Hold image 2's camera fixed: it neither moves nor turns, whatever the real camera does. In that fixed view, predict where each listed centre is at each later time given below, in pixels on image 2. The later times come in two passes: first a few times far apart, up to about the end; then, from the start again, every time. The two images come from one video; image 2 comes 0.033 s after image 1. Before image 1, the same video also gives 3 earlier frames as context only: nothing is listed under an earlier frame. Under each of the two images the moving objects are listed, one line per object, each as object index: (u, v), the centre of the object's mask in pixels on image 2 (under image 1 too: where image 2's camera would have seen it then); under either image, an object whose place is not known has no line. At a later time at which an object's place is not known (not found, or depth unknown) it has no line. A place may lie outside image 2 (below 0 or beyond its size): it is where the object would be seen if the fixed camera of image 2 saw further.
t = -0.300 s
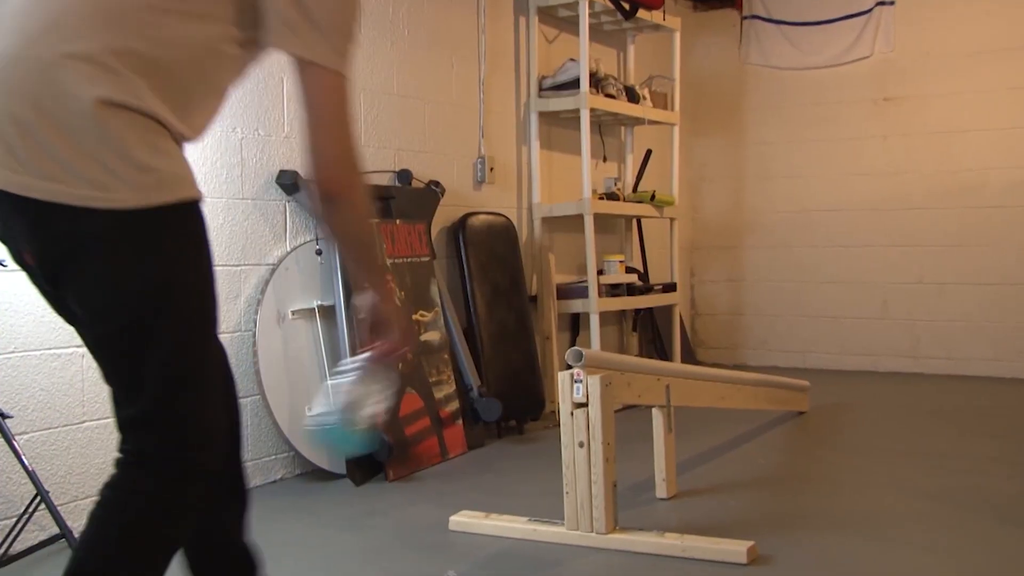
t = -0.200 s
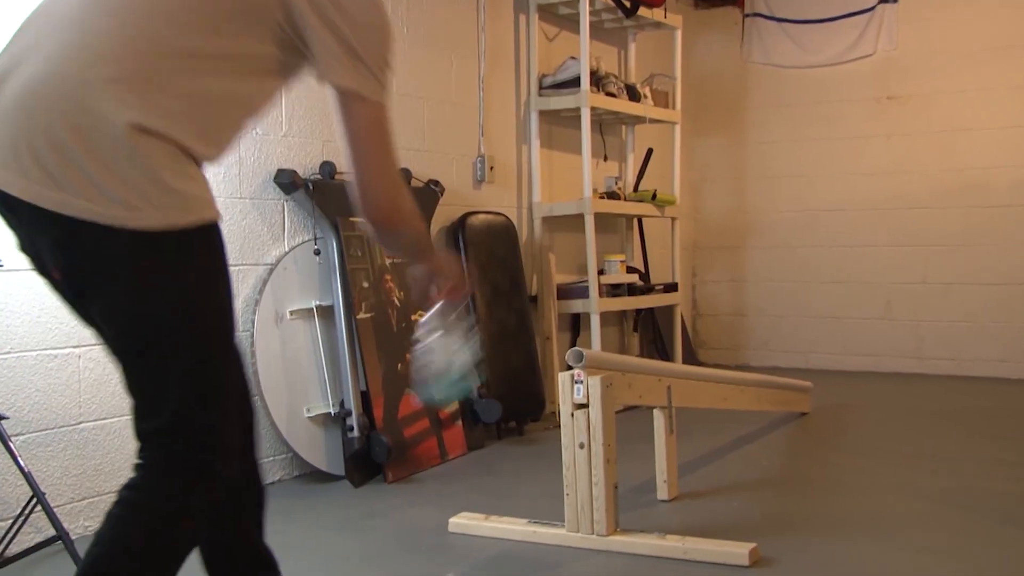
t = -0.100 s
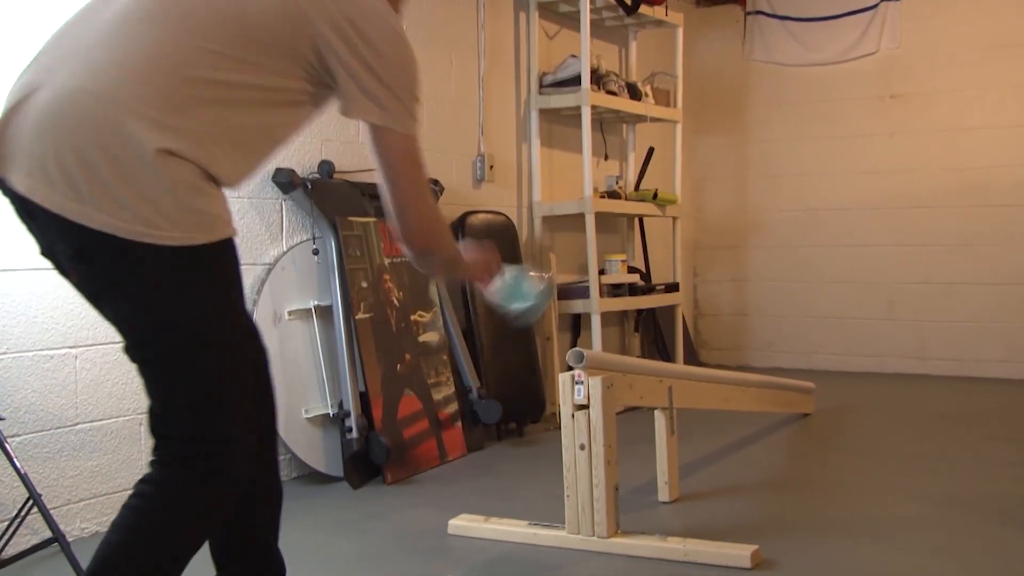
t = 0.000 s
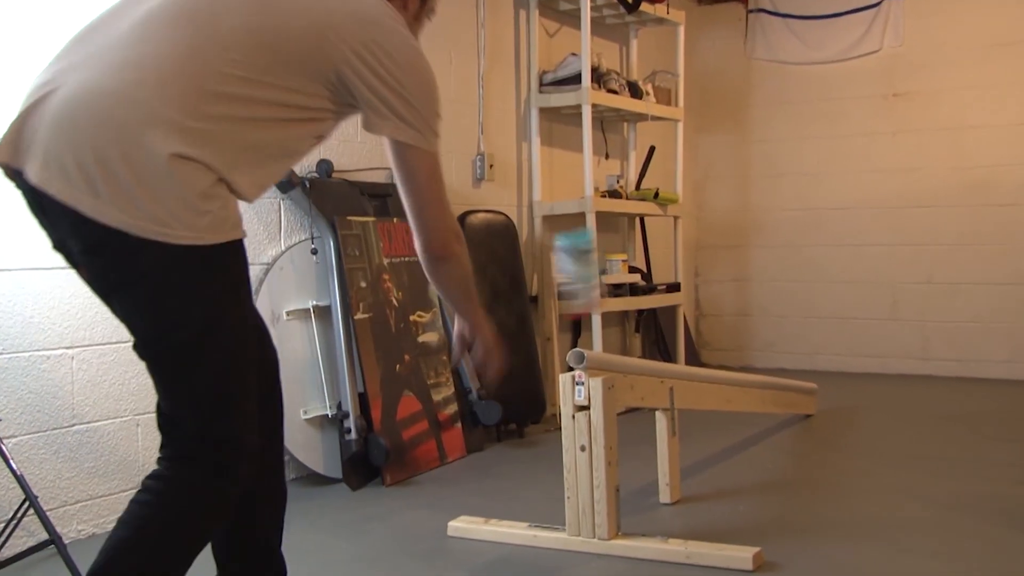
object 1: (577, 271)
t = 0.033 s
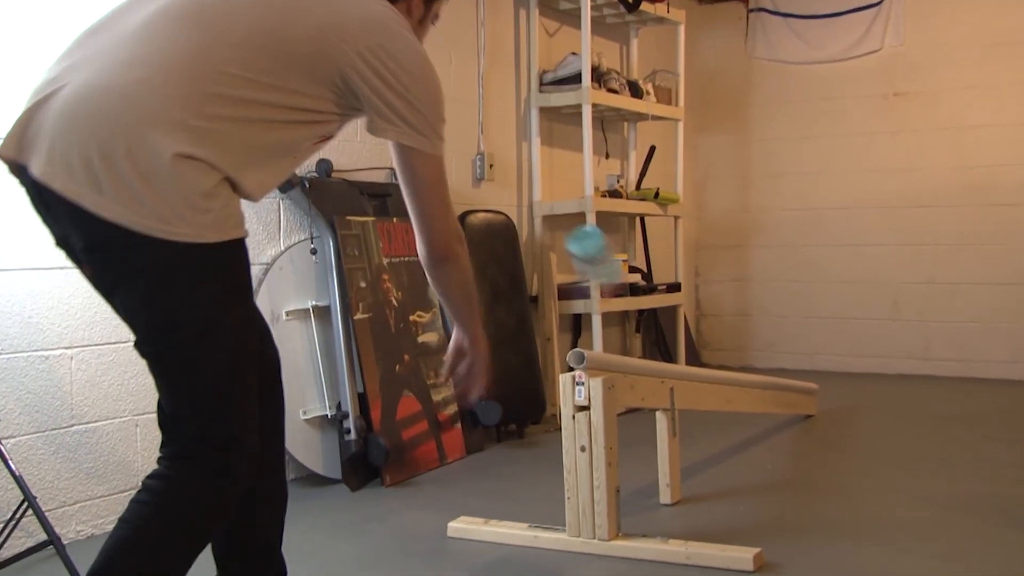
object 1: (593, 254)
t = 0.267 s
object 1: (682, 334)
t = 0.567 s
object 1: (771, 351)
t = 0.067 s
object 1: (607, 255)
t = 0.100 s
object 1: (622, 262)
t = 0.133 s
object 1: (634, 272)
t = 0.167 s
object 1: (649, 286)
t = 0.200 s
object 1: (661, 302)
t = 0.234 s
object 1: (669, 321)
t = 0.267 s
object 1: (682, 334)
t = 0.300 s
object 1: (693, 335)
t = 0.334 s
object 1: (704, 337)
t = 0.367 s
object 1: (716, 340)
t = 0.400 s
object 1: (726, 343)
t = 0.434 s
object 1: (736, 345)
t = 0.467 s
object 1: (744, 346)
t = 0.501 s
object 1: (754, 347)
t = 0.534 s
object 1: (762, 350)
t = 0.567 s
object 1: (771, 351)
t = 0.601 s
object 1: (780, 352)
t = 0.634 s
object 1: (787, 353)
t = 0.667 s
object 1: (796, 355)
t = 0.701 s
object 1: (803, 357)
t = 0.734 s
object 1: (810, 359)
